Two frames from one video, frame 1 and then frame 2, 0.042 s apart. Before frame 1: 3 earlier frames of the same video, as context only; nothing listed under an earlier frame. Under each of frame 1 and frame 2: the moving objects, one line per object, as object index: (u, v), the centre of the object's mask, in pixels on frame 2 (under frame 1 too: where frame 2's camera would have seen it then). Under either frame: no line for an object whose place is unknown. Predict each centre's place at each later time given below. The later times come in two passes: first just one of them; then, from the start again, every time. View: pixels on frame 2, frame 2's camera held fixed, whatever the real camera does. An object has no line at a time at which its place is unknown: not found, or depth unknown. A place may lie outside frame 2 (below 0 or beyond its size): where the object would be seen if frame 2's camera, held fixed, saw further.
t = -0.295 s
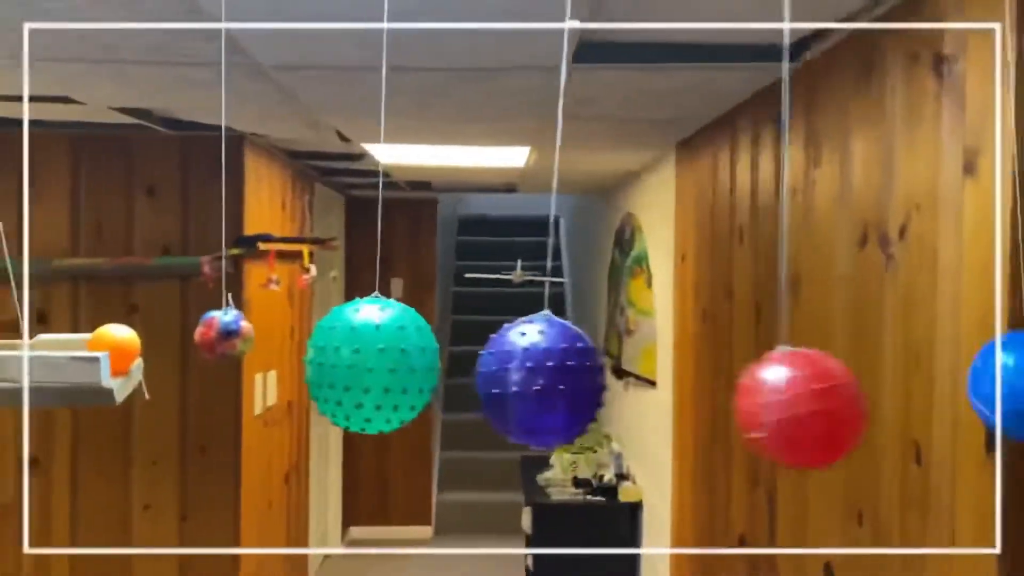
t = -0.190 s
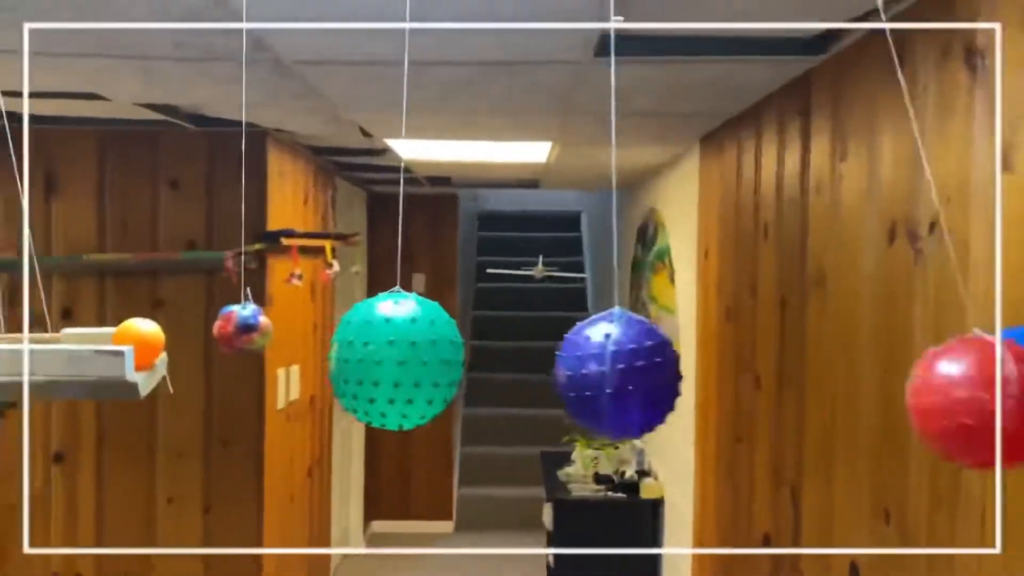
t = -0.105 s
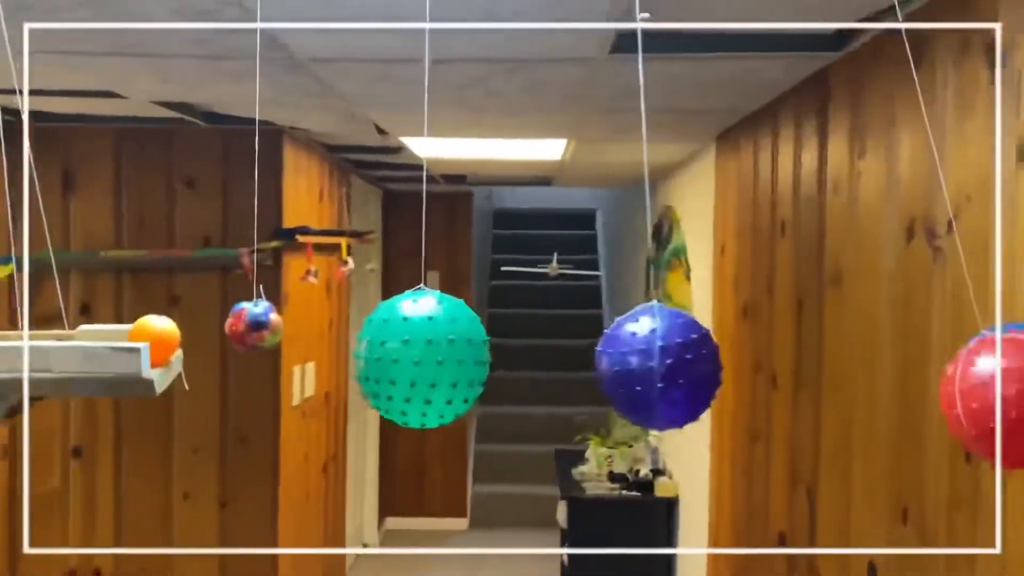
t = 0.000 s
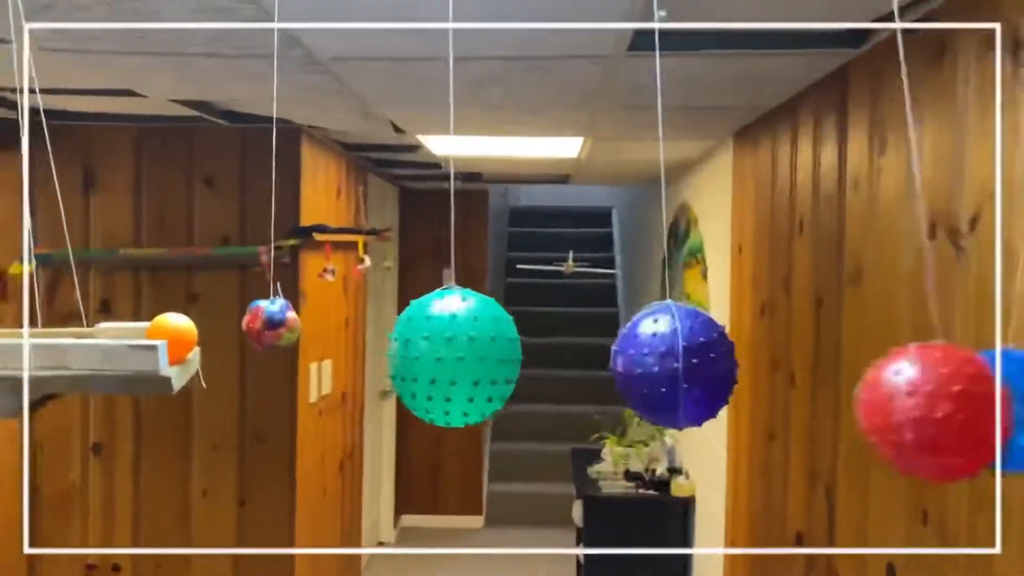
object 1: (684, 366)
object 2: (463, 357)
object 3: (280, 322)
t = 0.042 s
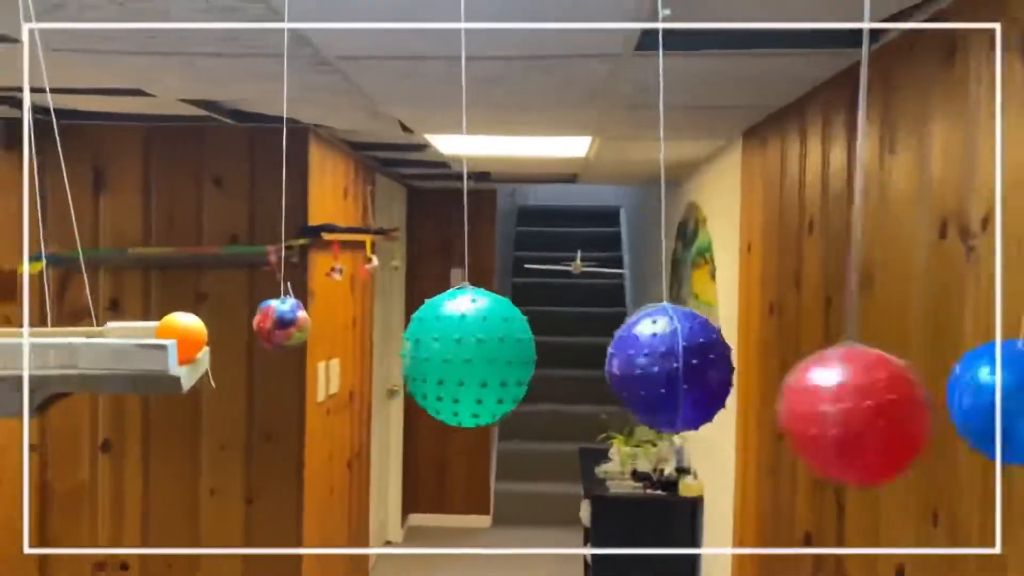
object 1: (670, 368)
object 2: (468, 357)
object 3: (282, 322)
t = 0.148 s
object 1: (588, 367)
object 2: (460, 356)
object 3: (289, 324)
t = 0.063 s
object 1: (664, 369)
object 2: (469, 357)
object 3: (283, 322)
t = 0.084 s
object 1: (653, 371)
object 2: (469, 357)
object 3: (284, 322)
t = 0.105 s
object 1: (645, 370)
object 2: (469, 357)
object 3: (285, 323)
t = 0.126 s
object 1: (611, 368)
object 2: (469, 356)
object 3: (287, 323)
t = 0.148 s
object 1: (588, 367)
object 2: (460, 356)
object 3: (289, 324)
